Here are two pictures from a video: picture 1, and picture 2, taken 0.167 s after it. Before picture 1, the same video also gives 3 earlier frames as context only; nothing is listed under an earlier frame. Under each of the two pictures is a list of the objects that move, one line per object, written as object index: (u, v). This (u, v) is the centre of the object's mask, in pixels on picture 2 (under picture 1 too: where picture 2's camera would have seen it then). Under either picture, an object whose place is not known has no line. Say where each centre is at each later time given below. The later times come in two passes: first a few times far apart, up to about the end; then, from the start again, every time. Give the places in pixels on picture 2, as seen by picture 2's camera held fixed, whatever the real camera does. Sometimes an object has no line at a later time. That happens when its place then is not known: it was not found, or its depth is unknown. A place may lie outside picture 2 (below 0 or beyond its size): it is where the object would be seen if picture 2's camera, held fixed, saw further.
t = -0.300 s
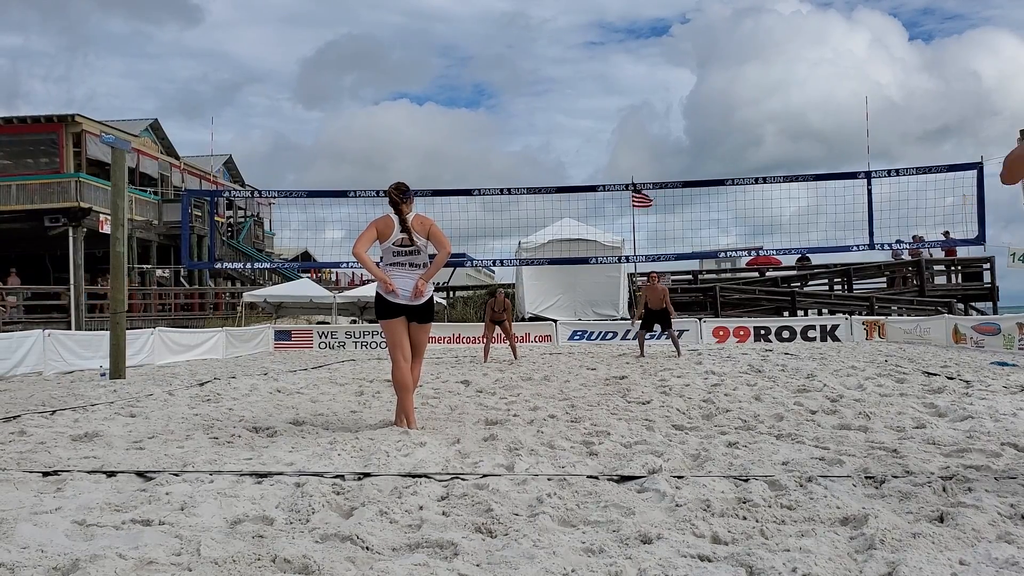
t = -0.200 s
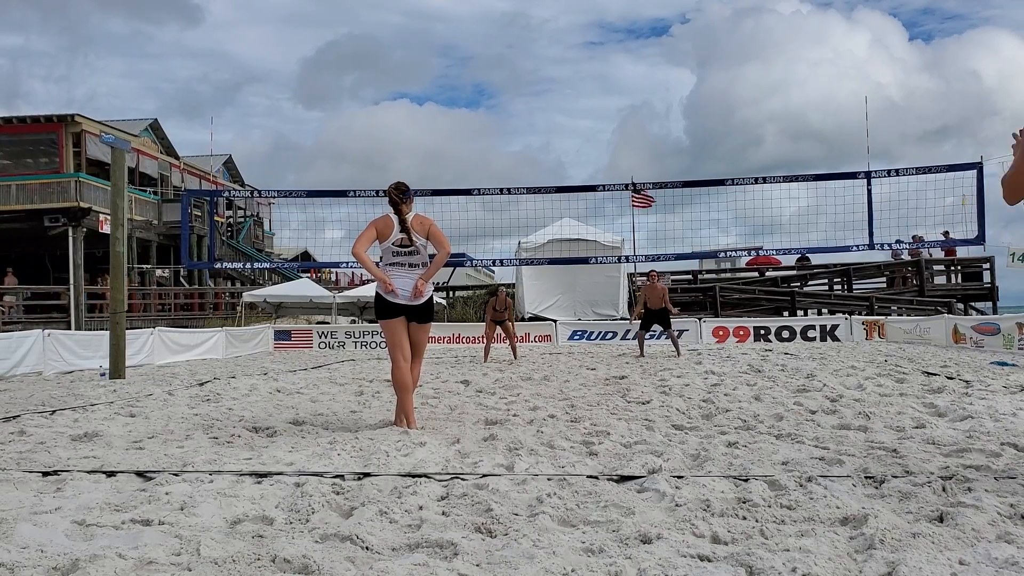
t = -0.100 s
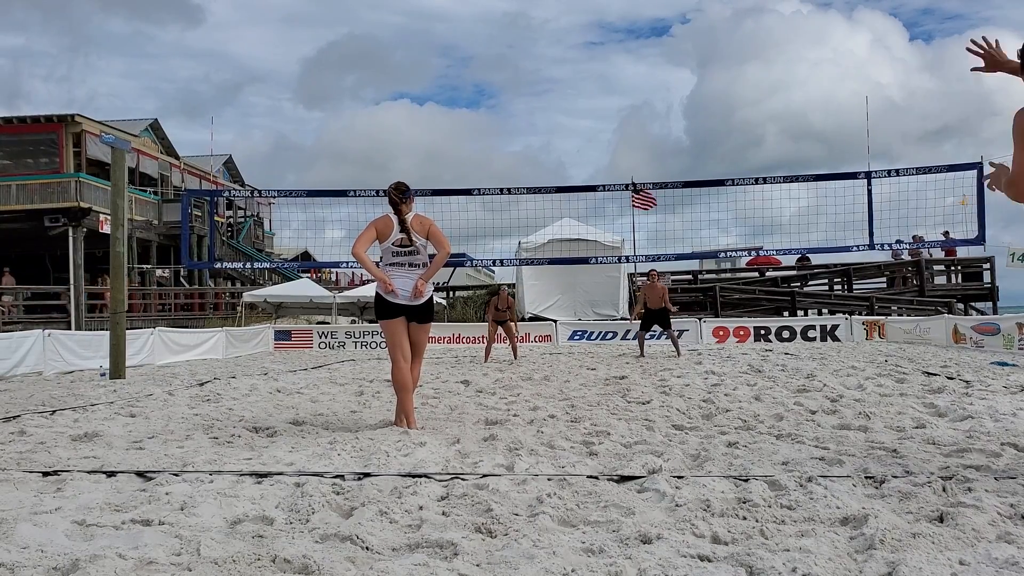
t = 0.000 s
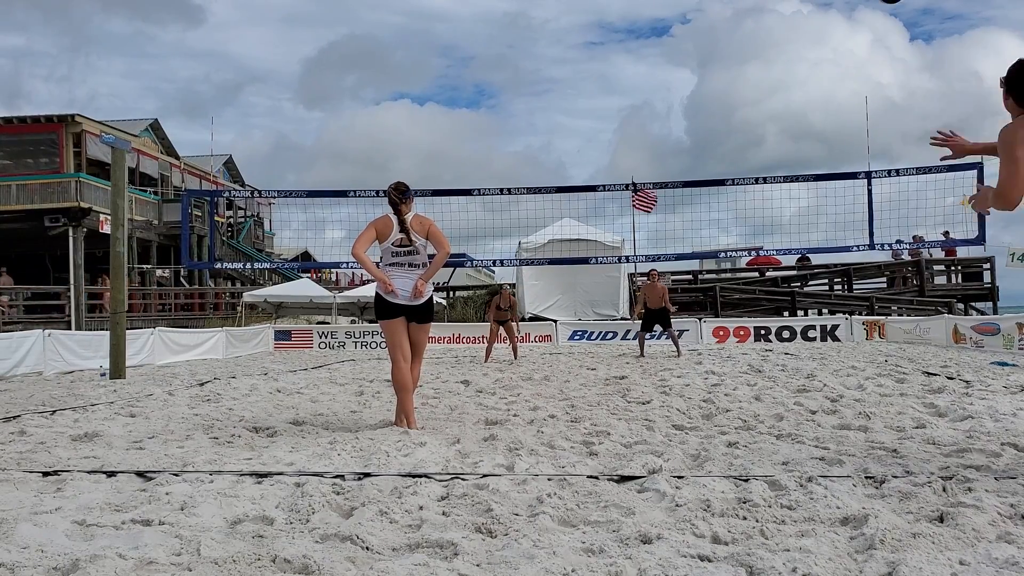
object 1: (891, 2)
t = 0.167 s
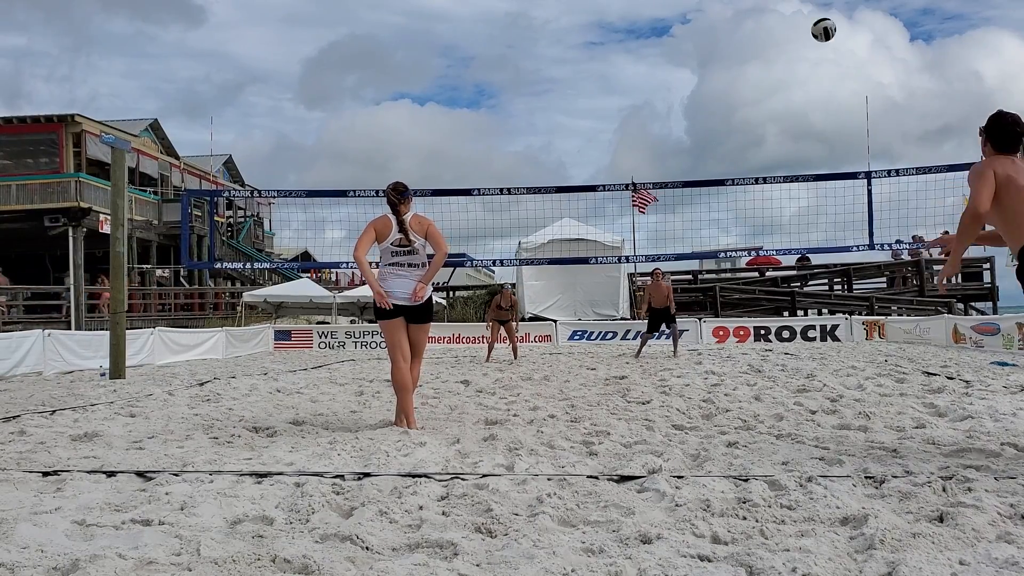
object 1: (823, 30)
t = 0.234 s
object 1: (806, 49)
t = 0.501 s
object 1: (765, 136)
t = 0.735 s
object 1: (748, 218)
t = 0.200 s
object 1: (814, 39)
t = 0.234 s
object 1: (806, 49)
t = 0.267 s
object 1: (798, 59)
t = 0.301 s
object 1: (792, 70)
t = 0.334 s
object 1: (786, 80)
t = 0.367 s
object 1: (780, 91)
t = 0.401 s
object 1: (776, 102)
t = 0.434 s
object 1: (772, 113)
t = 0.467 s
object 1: (768, 124)
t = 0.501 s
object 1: (765, 136)
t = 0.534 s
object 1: (761, 147)
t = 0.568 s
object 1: (759, 159)
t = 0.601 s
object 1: (756, 170)
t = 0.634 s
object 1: (754, 187)
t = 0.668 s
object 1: (752, 194)
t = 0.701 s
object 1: (750, 206)
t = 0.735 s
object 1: (748, 218)
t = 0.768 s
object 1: (746, 230)
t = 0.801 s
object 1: (745, 242)
